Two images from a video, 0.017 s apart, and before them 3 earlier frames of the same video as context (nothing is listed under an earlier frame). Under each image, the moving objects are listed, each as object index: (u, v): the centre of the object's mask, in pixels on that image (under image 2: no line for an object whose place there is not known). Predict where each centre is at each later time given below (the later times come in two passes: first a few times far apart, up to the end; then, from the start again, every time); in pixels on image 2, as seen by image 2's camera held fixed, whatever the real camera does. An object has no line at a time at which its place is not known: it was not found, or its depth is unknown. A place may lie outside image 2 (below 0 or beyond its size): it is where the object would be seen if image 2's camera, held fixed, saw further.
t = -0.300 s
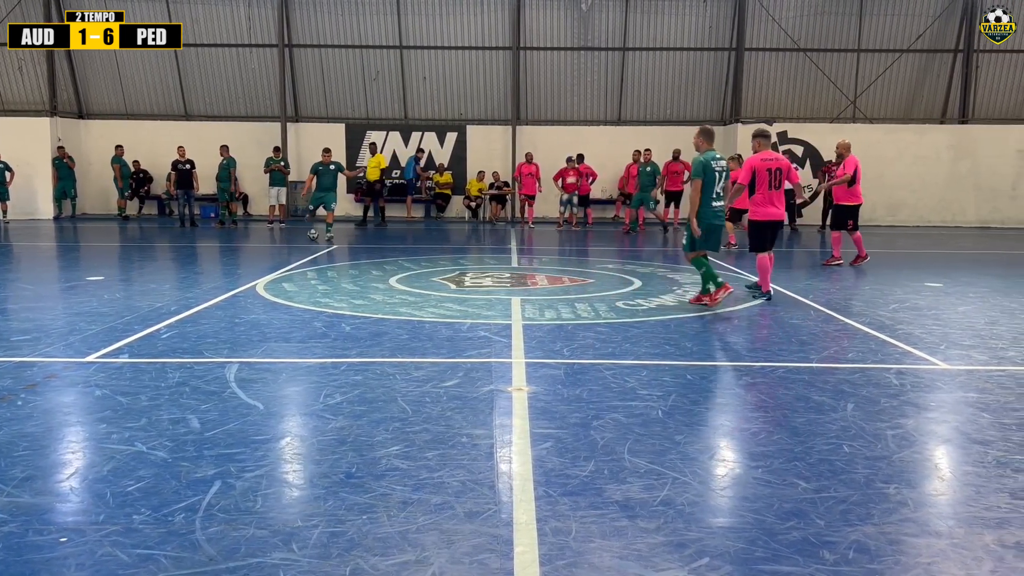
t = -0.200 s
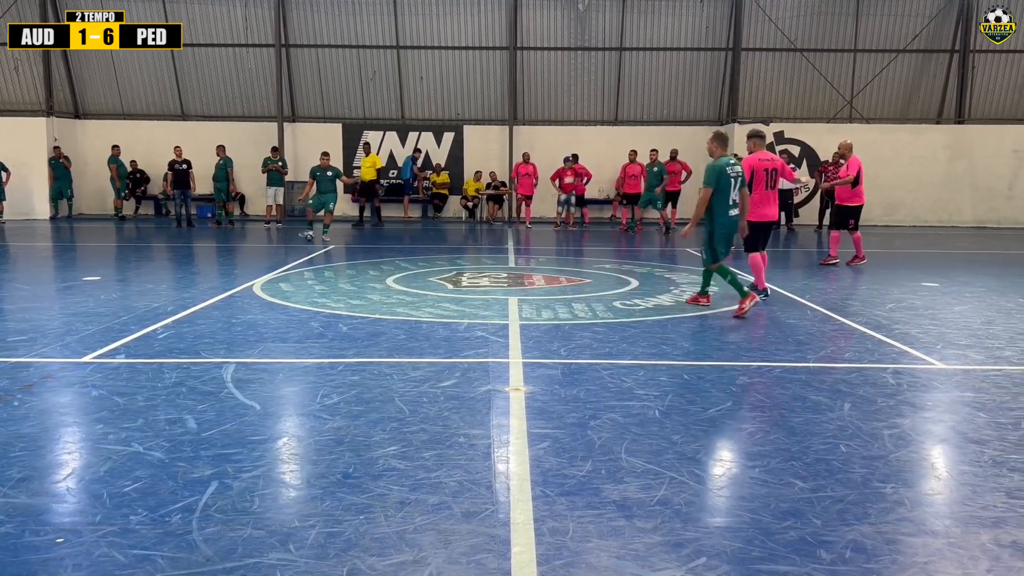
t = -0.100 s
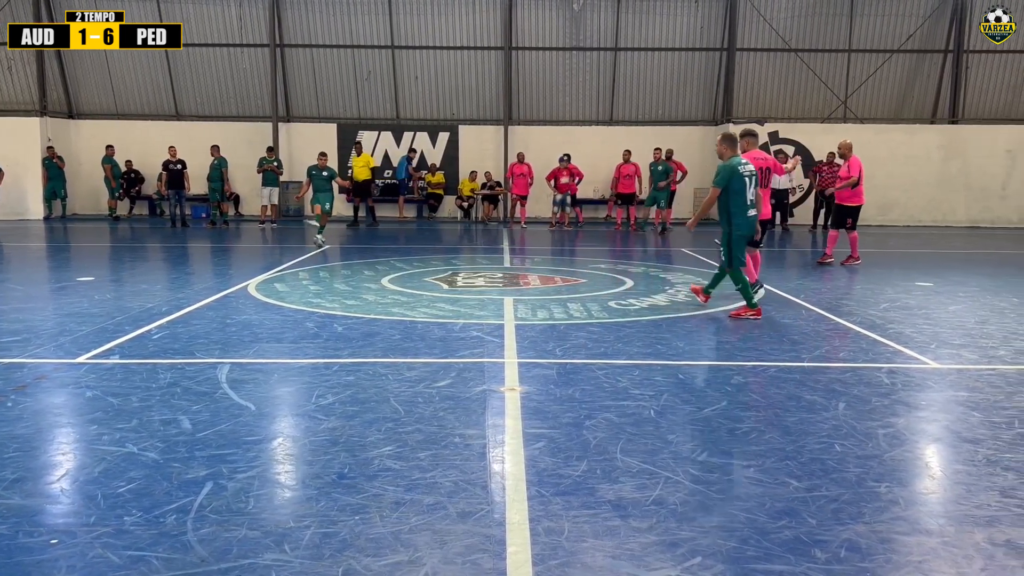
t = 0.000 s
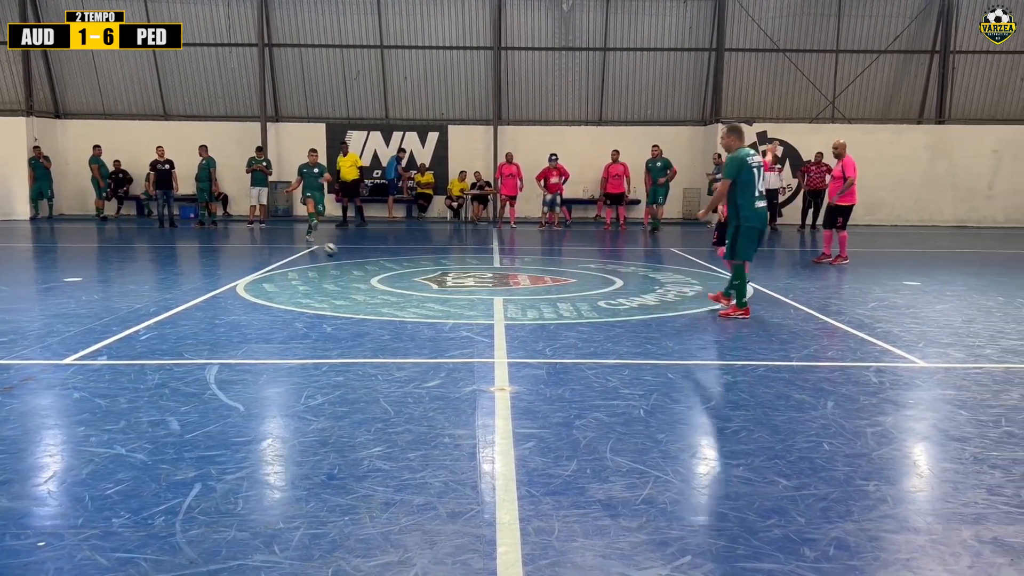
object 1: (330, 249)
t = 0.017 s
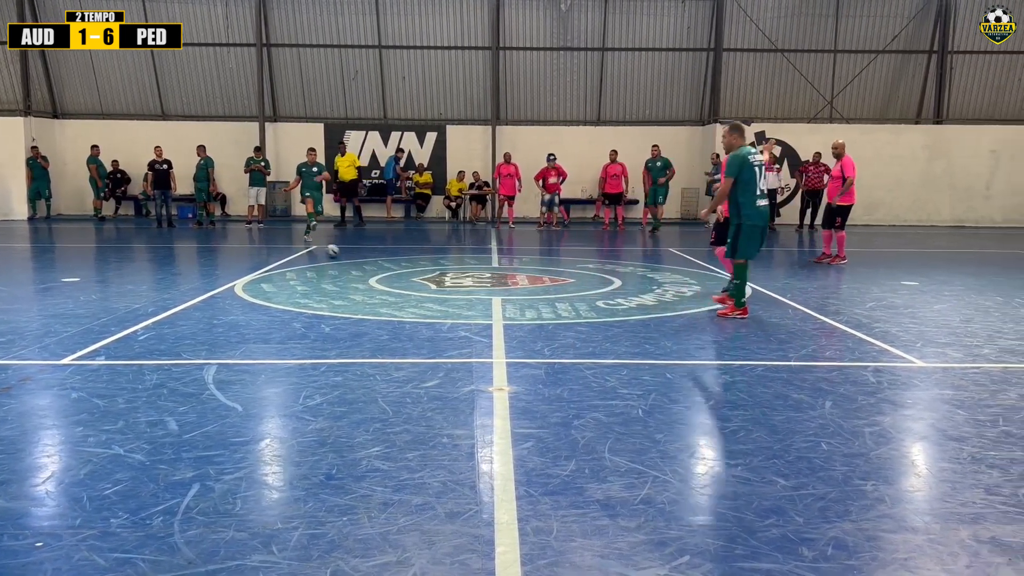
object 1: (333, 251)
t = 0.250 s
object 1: (401, 276)
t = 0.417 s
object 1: (470, 303)
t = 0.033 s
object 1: (336, 253)
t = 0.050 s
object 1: (341, 254)
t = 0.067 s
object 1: (345, 256)
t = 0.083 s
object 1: (349, 258)
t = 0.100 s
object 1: (354, 259)
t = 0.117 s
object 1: (358, 261)
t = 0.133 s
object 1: (363, 262)
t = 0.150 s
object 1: (368, 264)
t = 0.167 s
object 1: (374, 267)
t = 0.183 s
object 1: (379, 268)
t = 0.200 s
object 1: (384, 271)
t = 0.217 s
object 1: (389, 272)
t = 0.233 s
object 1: (395, 274)
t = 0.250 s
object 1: (401, 276)
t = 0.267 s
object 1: (407, 279)
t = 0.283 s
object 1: (413, 281)
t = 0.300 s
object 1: (420, 284)
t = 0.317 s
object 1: (426, 286)
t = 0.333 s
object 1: (433, 289)
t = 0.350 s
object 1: (439, 292)
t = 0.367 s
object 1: (446, 295)
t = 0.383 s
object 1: (454, 298)
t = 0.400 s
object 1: (462, 300)
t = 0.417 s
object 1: (470, 303)
